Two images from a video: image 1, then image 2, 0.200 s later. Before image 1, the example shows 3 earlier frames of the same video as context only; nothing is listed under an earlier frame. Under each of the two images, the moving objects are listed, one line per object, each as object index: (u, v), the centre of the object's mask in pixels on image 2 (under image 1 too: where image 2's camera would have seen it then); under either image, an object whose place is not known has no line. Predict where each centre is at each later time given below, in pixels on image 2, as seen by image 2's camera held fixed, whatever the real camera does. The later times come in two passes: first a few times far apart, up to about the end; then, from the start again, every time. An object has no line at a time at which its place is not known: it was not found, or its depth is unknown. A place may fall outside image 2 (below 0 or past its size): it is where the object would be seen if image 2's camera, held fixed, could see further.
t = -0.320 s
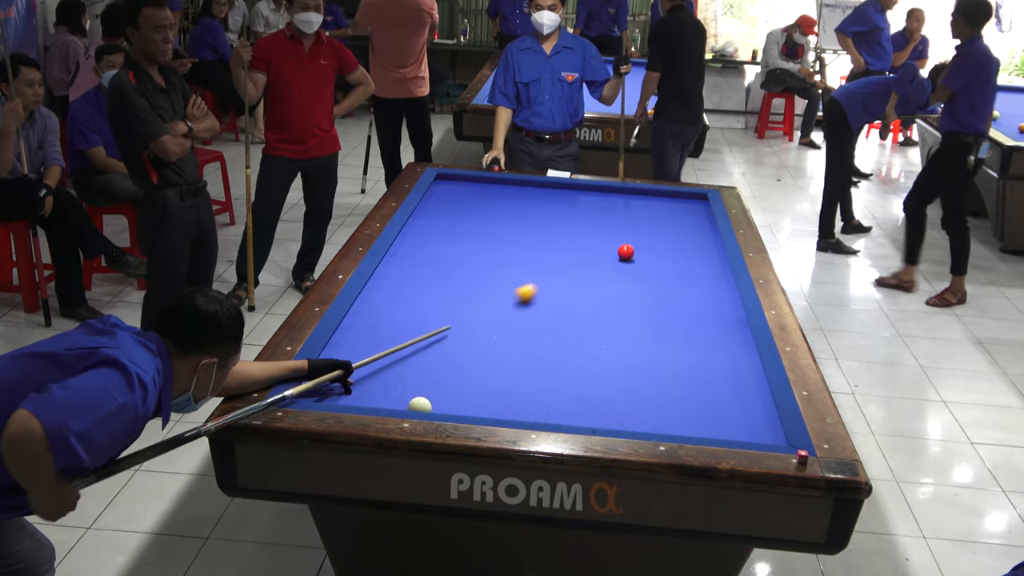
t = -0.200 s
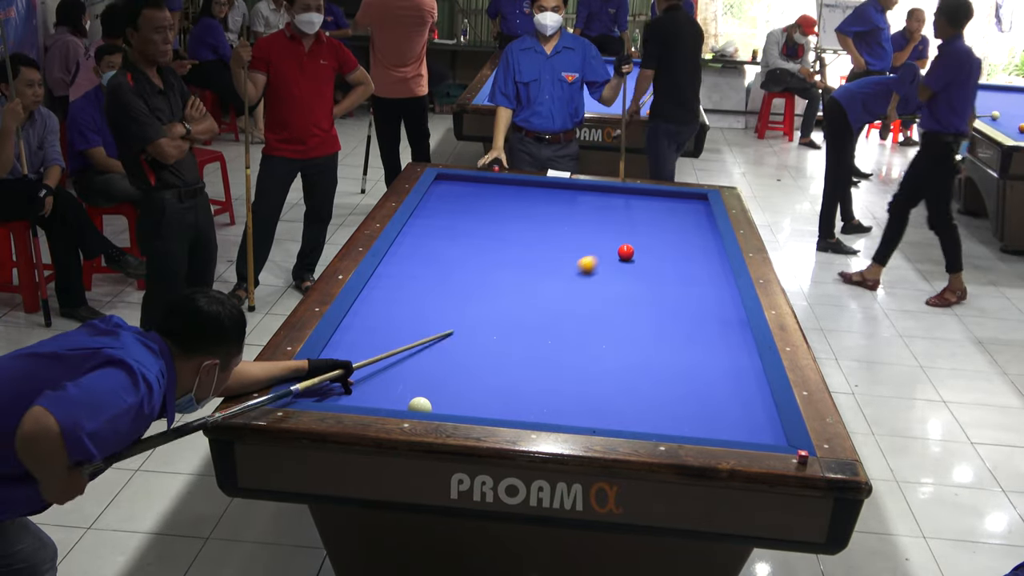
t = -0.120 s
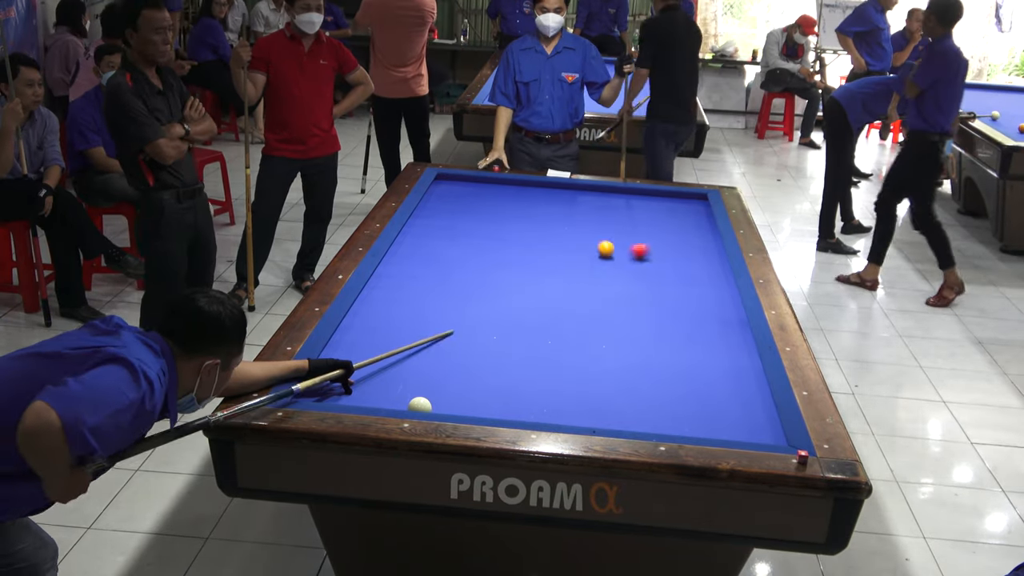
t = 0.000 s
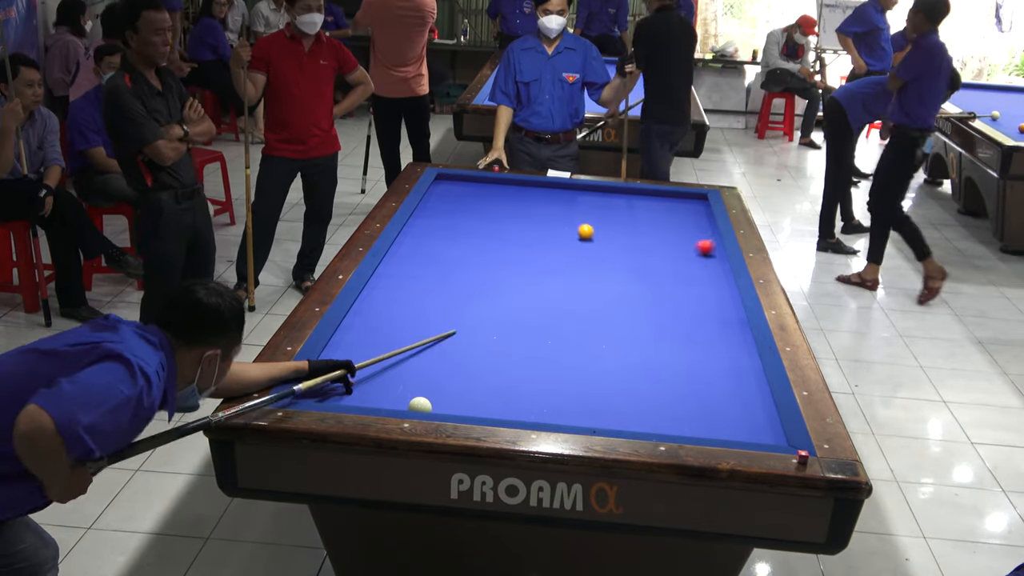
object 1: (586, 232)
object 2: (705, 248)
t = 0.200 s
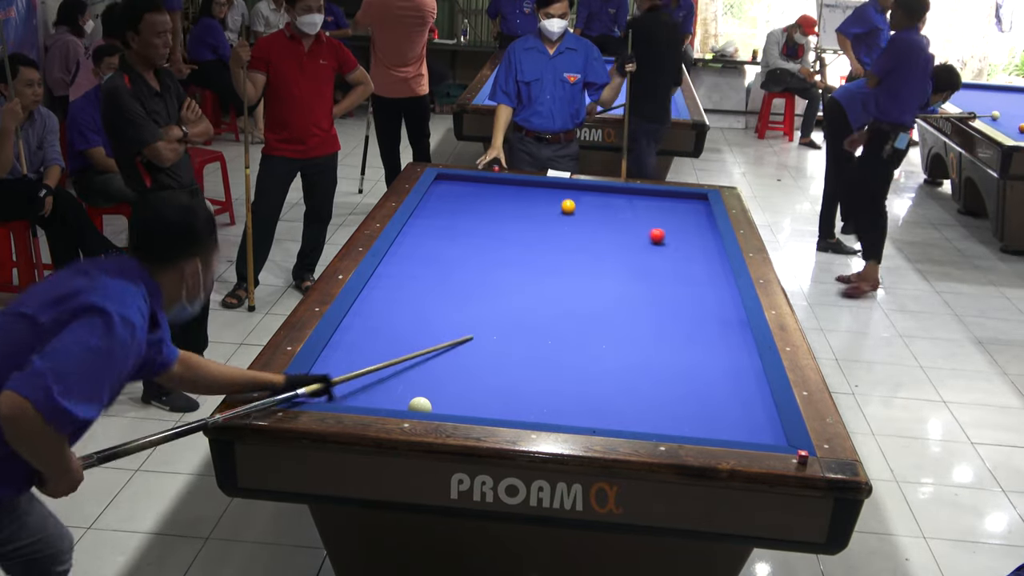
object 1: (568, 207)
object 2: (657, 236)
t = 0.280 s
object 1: (563, 198)
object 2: (635, 233)
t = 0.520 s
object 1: (533, 190)
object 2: (572, 222)
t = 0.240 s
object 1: (565, 202)
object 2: (645, 235)
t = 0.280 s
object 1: (563, 198)
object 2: (635, 233)
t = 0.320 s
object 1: (560, 193)
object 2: (624, 231)
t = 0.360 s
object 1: (557, 189)
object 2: (614, 229)
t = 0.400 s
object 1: (555, 185)
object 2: (603, 227)
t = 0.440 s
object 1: (549, 185)
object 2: (593, 225)
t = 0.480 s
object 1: (541, 188)
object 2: (582, 223)
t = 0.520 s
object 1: (533, 190)
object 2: (572, 222)
